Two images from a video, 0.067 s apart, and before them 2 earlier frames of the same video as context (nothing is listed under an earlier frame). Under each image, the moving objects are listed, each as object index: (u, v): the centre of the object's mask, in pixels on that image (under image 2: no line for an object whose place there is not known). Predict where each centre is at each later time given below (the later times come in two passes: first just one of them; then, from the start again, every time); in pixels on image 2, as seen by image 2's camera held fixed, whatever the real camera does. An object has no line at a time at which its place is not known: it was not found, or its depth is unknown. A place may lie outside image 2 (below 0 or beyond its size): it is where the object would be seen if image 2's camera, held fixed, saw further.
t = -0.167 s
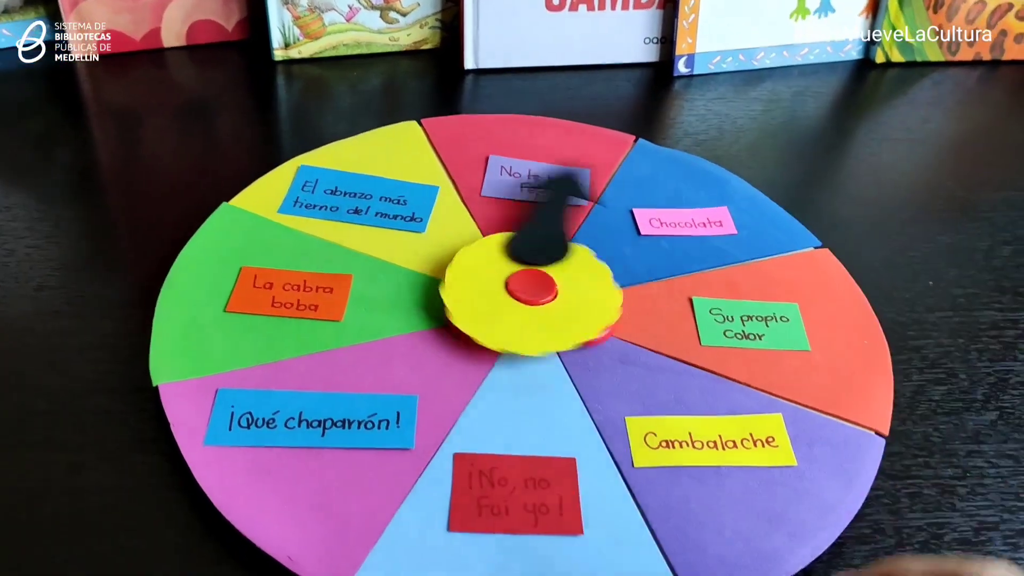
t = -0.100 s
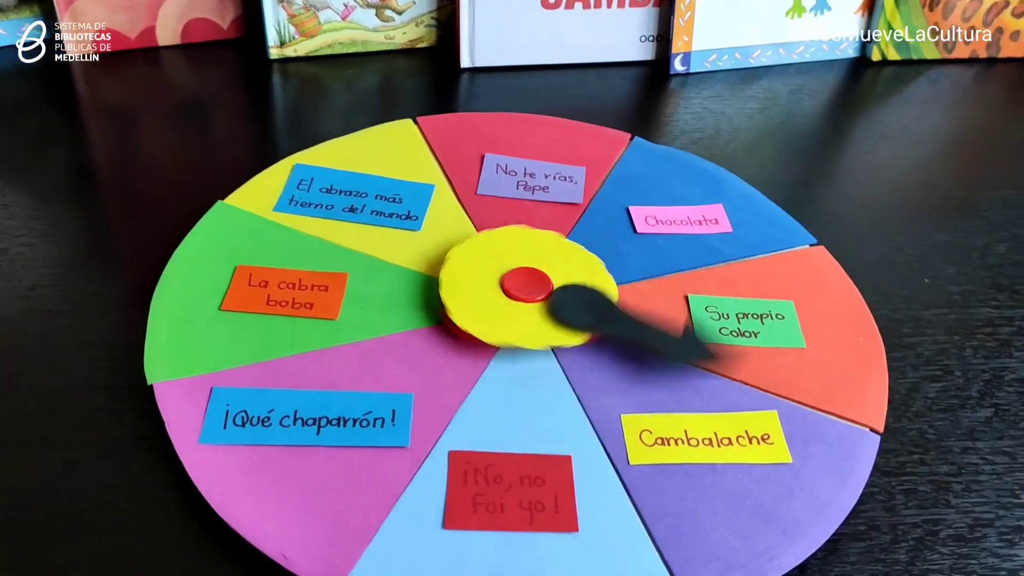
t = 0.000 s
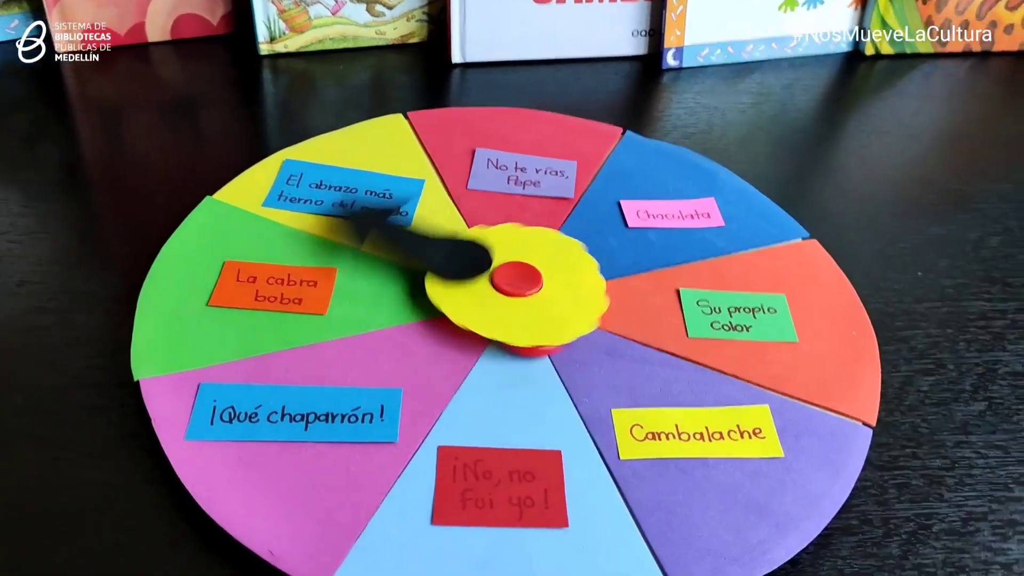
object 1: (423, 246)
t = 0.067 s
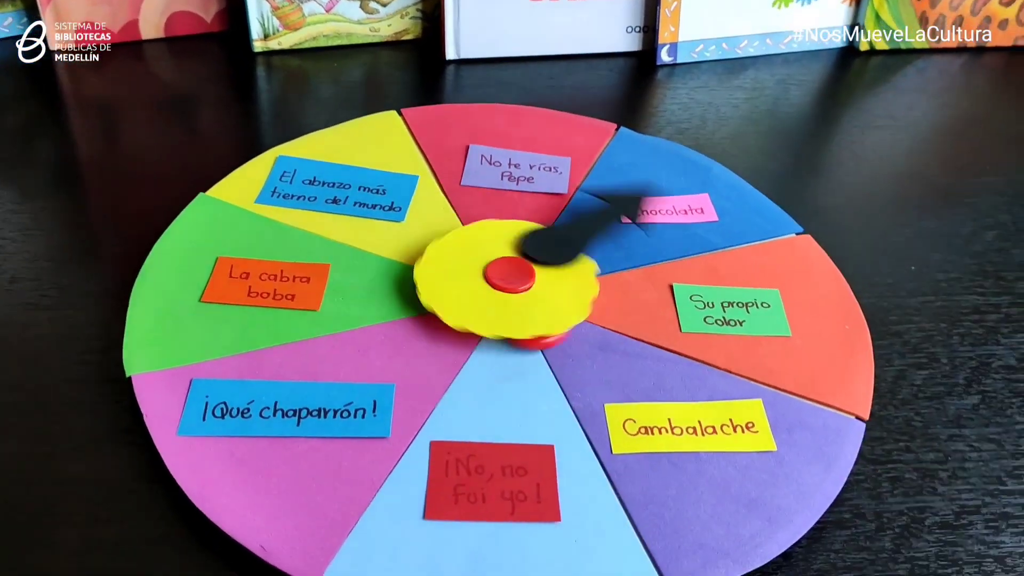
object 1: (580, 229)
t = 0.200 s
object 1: (399, 281)
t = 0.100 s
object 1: (615, 288)
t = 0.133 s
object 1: (571, 349)
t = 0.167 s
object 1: (461, 346)
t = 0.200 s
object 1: (399, 281)
